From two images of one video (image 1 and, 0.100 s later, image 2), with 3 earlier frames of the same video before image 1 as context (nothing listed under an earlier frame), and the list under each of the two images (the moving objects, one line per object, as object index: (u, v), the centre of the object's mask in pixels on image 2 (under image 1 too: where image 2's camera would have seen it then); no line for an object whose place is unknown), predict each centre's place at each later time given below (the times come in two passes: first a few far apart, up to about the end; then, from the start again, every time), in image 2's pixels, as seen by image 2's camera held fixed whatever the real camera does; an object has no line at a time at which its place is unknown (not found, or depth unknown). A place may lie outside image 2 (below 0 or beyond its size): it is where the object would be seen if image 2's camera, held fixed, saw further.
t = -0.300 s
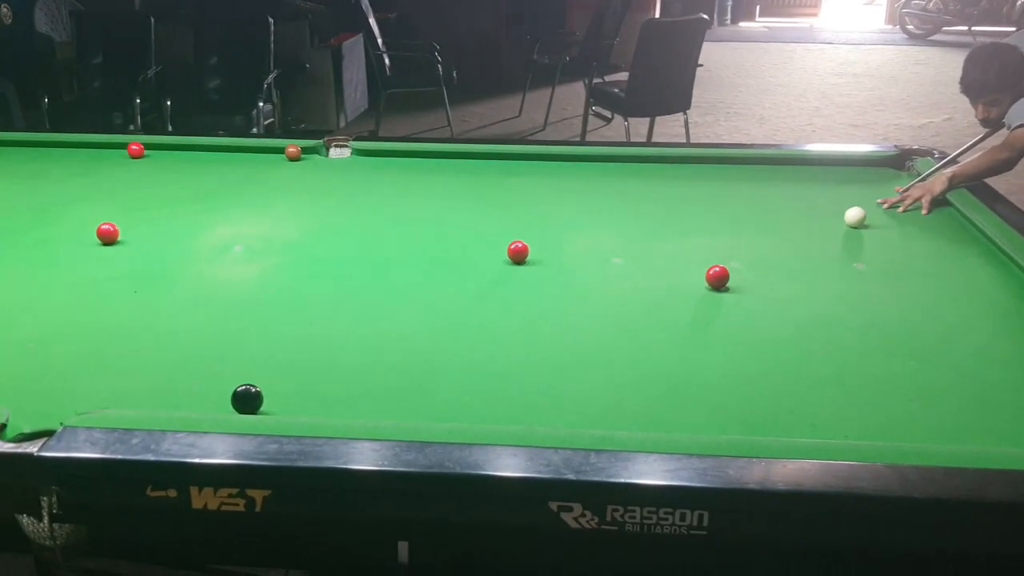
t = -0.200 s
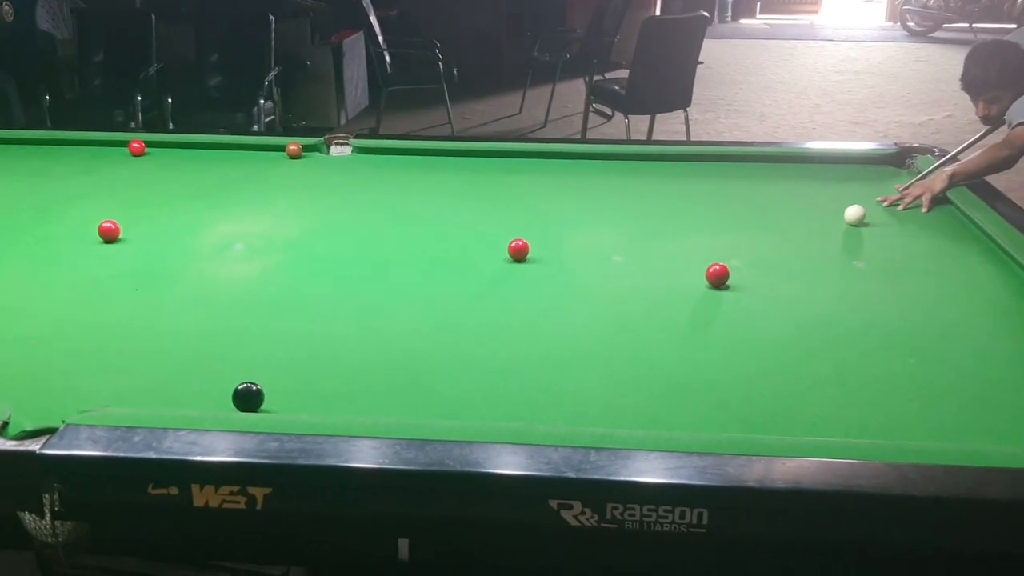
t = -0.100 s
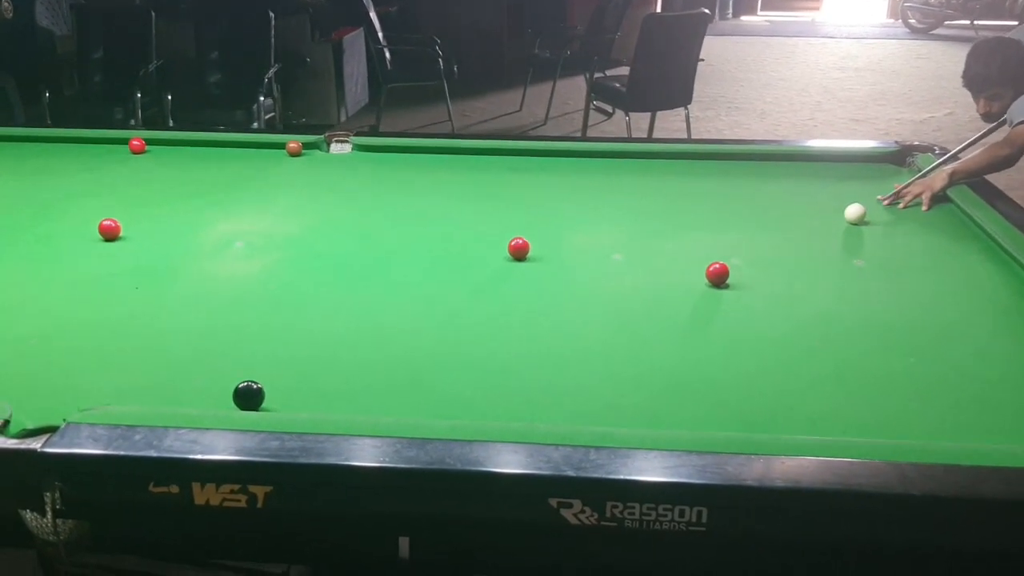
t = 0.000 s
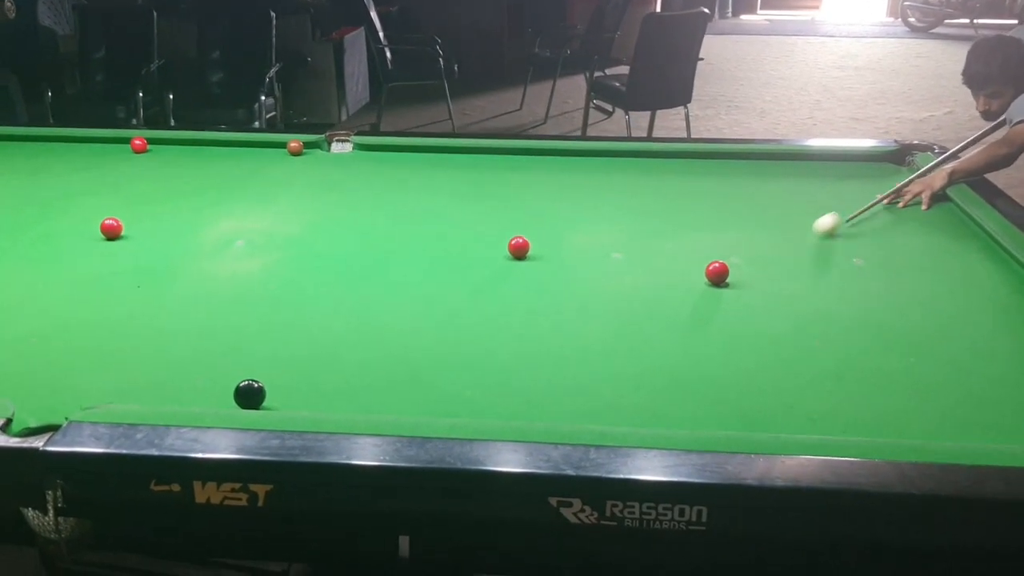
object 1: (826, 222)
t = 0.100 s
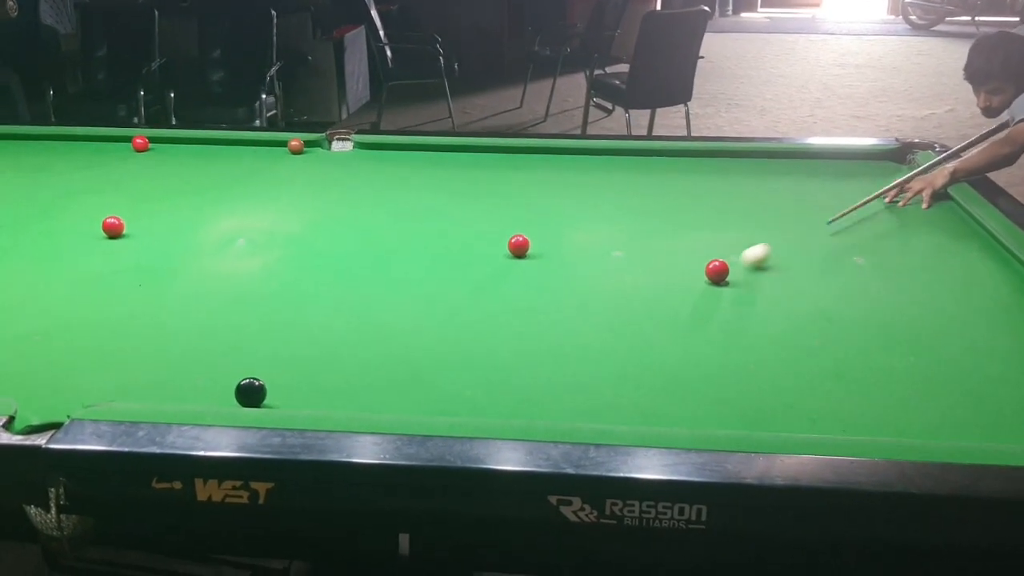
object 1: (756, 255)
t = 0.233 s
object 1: (755, 276)
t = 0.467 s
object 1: (800, 295)
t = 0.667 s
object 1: (838, 311)
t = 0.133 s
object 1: (736, 267)
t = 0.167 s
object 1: (742, 271)
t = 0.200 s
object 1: (749, 274)
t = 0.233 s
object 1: (755, 276)
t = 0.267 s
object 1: (762, 279)
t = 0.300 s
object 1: (768, 282)
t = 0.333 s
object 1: (774, 284)
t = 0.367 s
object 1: (781, 287)
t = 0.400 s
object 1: (787, 290)
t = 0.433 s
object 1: (793, 293)
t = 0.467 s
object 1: (800, 295)
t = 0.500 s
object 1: (806, 298)
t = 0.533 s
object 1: (812, 300)
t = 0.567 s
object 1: (819, 303)
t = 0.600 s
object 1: (825, 306)
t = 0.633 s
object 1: (832, 309)
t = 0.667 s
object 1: (838, 311)
